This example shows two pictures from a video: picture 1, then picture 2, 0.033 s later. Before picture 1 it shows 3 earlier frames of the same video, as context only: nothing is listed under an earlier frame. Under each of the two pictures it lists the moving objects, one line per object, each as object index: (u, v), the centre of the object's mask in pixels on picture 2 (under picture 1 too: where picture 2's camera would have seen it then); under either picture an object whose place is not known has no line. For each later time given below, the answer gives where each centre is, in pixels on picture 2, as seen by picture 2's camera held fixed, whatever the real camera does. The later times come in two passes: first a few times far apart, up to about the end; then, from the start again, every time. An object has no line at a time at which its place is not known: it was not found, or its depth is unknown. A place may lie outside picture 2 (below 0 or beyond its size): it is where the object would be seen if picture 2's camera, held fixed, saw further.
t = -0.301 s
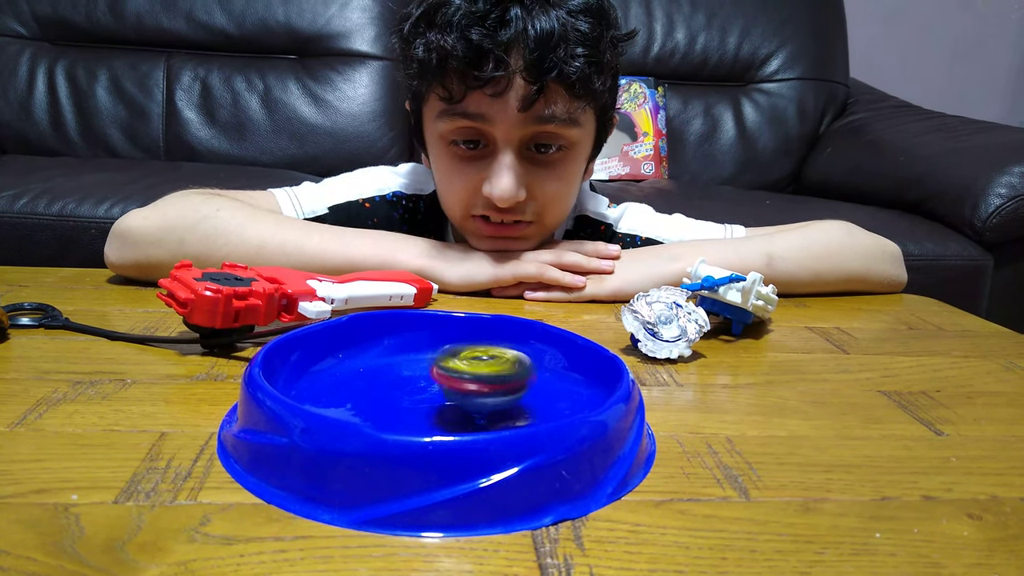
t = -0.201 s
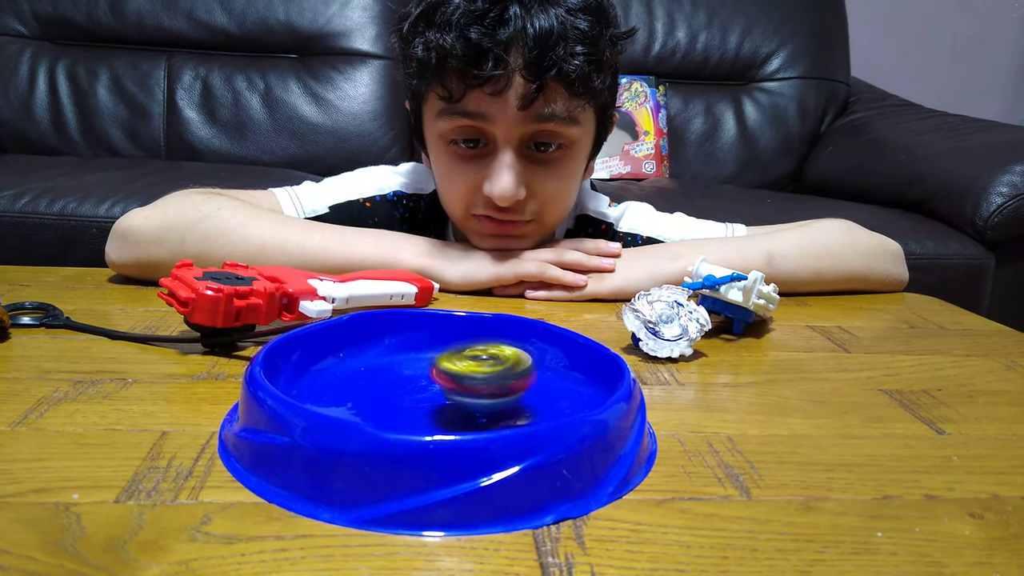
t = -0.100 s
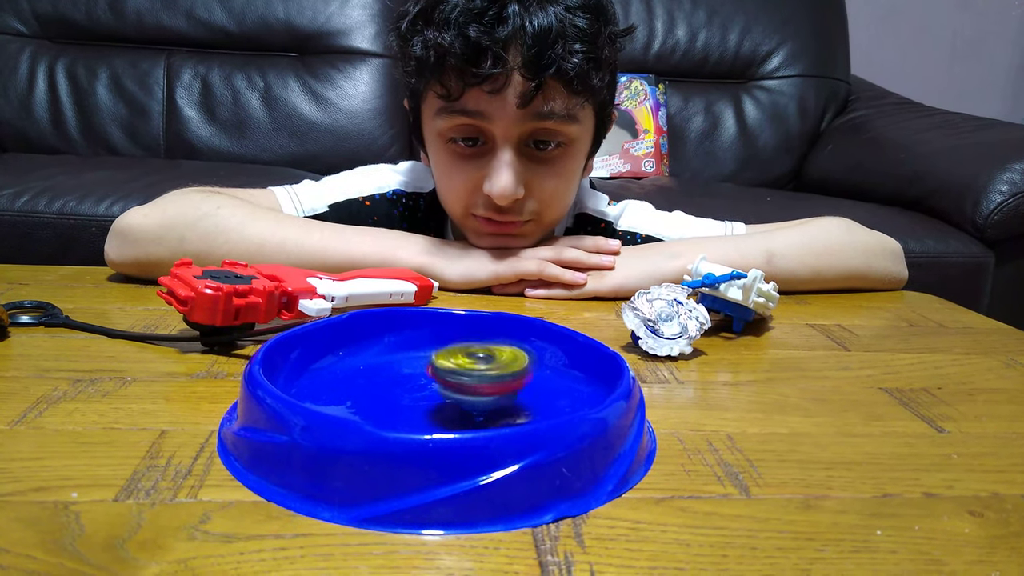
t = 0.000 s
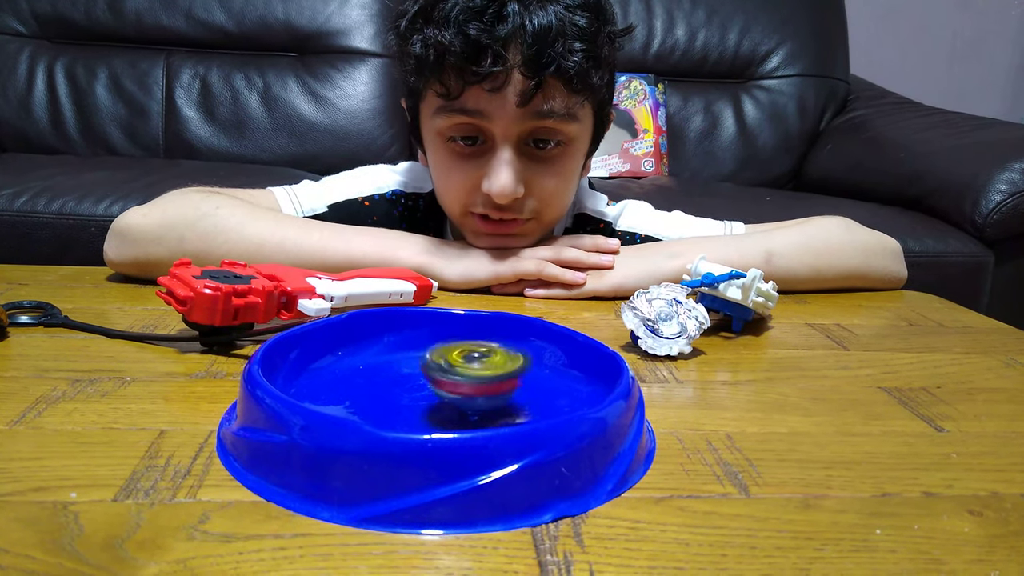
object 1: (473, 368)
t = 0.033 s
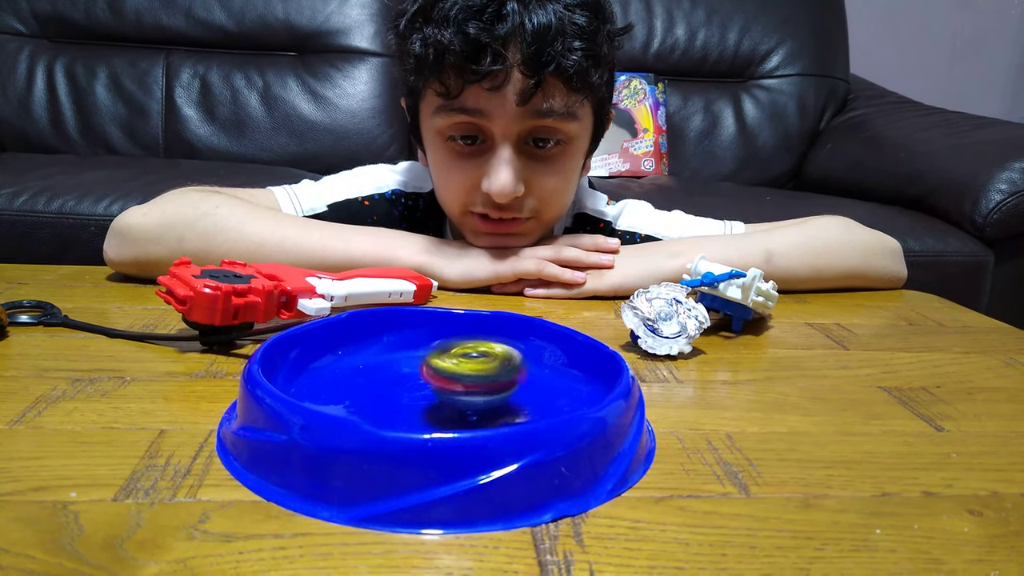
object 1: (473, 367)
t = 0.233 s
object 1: (461, 370)
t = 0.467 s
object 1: (448, 374)
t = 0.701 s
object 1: (440, 377)
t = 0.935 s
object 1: (437, 374)
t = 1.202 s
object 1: (430, 367)
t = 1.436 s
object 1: (434, 364)
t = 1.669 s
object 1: (441, 364)
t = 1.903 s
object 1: (449, 366)
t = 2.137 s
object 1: (461, 367)
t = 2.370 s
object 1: (470, 367)
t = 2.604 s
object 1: (472, 366)
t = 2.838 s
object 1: (469, 366)
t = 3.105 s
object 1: (465, 371)
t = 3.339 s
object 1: (463, 375)
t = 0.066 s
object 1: (471, 369)
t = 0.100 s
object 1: (469, 368)
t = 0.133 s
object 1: (469, 369)
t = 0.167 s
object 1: (464, 368)
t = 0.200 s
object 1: (465, 370)
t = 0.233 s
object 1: (461, 370)
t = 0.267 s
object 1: (458, 369)
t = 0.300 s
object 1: (458, 372)
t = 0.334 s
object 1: (454, 371)
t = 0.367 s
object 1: (454, 372)
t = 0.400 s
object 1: (449, 373)
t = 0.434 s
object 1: (450, 373)
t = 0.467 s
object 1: (448, 374)
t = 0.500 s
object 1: (445, 374)
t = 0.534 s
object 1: (445, 376)
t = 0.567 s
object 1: (441, 376)
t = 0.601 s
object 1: (443, 376)
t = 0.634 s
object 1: (440, 377)
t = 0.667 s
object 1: (440, 377)
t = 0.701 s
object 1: (440, 377)
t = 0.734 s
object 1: (436, 377)
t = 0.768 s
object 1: (439, 378)
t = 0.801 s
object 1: (437, 376)
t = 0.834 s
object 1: (437, 376)
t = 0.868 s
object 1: (435, 376)
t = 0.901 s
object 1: (436, 375)
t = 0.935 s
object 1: (437, 374)
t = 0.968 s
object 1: (434, 373)
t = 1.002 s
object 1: (436, 373)
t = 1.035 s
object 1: (433, 372)
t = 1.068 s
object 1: (436, 372)
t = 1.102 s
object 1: (433, 370)
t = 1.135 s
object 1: (433, 369)
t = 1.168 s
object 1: (433, 369)
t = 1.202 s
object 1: (430, 367)
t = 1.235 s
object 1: (432, 368)
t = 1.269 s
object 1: (430, 366)
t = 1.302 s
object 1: (433, 366)
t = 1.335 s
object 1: (431, 366)
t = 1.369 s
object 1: (435, 366)
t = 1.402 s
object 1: (435, 364)
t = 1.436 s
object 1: (434, 364)
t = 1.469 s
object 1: (436, 365)
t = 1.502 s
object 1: (434, 365)
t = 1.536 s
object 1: (438, 364)
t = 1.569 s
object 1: (436, 364)
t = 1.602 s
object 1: (440, 365)
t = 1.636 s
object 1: (439, 365)
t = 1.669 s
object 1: (441, 364)
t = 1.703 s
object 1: (442, 366)
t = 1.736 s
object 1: (442, 365)
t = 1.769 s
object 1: (445, 365)
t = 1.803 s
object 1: (442, 365)
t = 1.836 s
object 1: (446, 367)
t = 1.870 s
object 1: (446, 366)
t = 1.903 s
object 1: (449, 366)
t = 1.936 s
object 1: (448, 367)
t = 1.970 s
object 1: (451, 367)
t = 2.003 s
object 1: (453, 367)
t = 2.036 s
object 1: (453, 366)
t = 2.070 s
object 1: (456, 367)
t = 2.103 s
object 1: (456, 367)
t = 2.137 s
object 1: (461, 367)
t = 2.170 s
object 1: (459, 366)
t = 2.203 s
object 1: (464, 367)
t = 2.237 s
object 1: (463, 367)
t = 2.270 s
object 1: (468, 366)
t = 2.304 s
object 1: (466, 367)
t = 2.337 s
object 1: (469, 366)
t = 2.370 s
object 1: (470, 367)
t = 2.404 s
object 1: (470, 365)
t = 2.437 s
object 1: (473, 367)
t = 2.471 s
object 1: (472, 365)
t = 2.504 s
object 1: (474, 365)
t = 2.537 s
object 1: (470, 365)
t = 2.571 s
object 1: (474, 366)
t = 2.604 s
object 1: (472, 366)
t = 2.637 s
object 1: (474, 365)
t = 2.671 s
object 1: (470, 365)
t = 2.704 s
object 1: (473, 366)
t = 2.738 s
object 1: (470, 366)
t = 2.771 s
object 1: (470, 365)
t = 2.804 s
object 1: (469, 367)
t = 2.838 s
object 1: (469, 366)
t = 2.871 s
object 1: (471, 367)
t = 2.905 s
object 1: (467, 366)
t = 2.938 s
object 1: (469, 368)
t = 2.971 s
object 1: (466, 368)
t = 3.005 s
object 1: (469, 369)
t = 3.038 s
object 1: (466, 369)
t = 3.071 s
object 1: (469, 371)
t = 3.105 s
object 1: (465, 371)
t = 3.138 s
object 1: (467, 371)
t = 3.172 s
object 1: (464, 372)
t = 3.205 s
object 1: (466, 373)
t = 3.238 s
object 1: (463, 374)
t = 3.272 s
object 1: (464, 373)
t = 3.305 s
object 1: (462, 375)
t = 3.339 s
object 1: (463, 375)
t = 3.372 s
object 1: (462, 376)
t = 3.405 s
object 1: (460, 374)
